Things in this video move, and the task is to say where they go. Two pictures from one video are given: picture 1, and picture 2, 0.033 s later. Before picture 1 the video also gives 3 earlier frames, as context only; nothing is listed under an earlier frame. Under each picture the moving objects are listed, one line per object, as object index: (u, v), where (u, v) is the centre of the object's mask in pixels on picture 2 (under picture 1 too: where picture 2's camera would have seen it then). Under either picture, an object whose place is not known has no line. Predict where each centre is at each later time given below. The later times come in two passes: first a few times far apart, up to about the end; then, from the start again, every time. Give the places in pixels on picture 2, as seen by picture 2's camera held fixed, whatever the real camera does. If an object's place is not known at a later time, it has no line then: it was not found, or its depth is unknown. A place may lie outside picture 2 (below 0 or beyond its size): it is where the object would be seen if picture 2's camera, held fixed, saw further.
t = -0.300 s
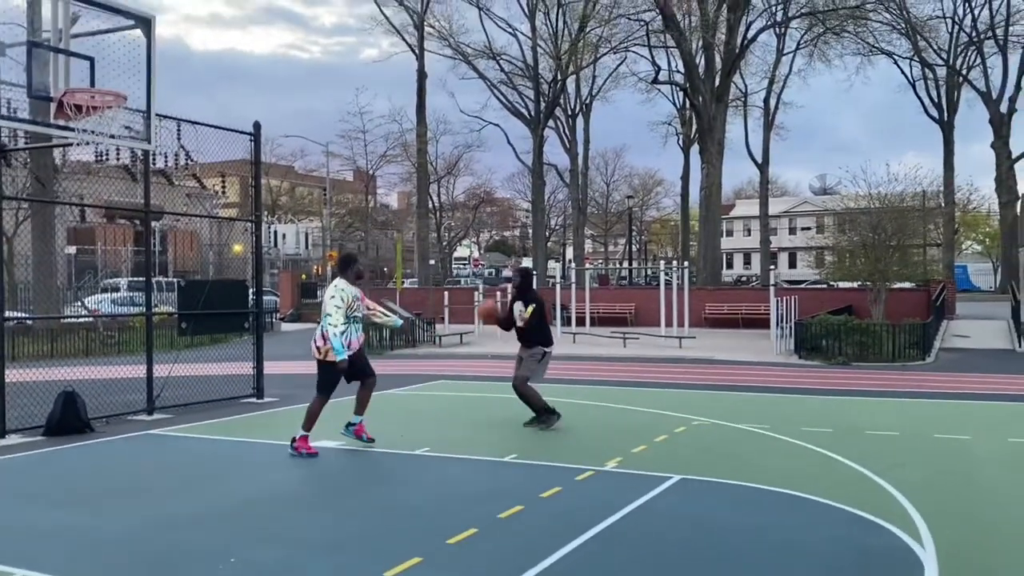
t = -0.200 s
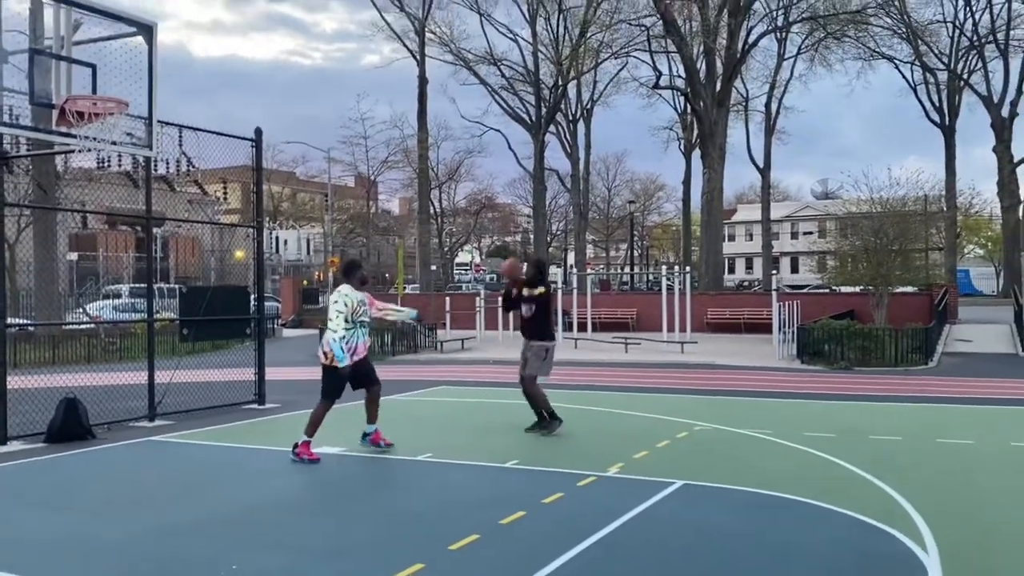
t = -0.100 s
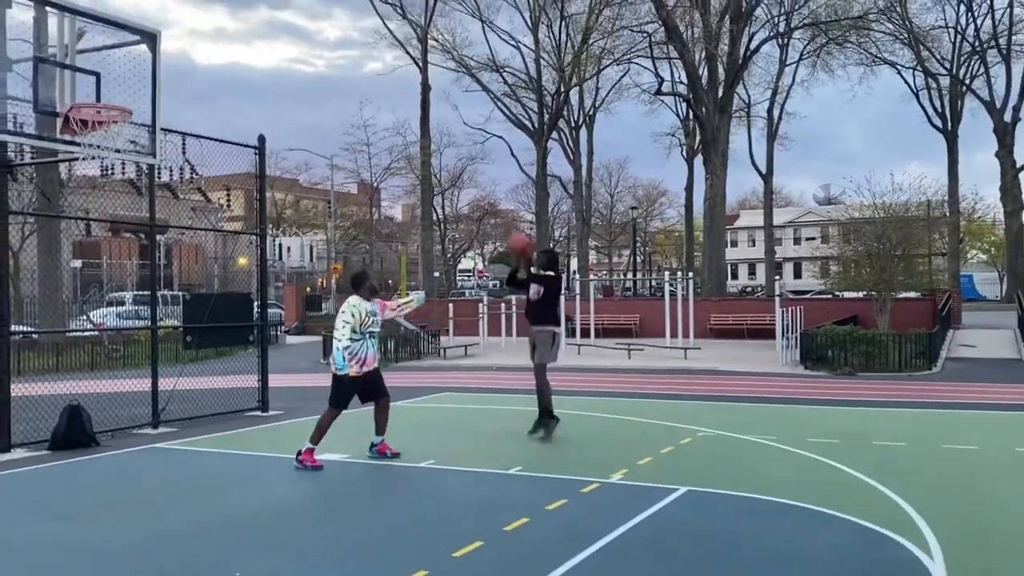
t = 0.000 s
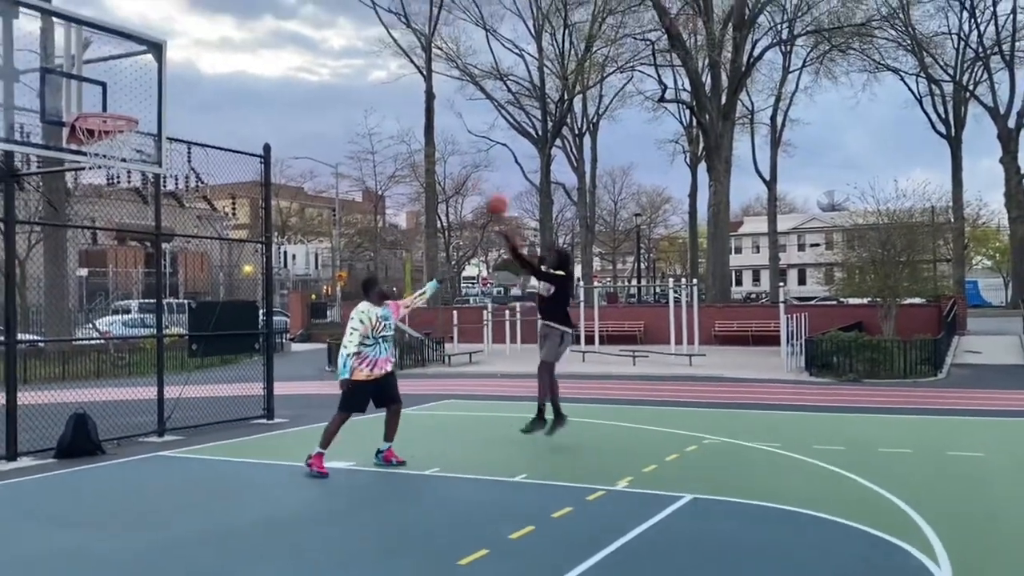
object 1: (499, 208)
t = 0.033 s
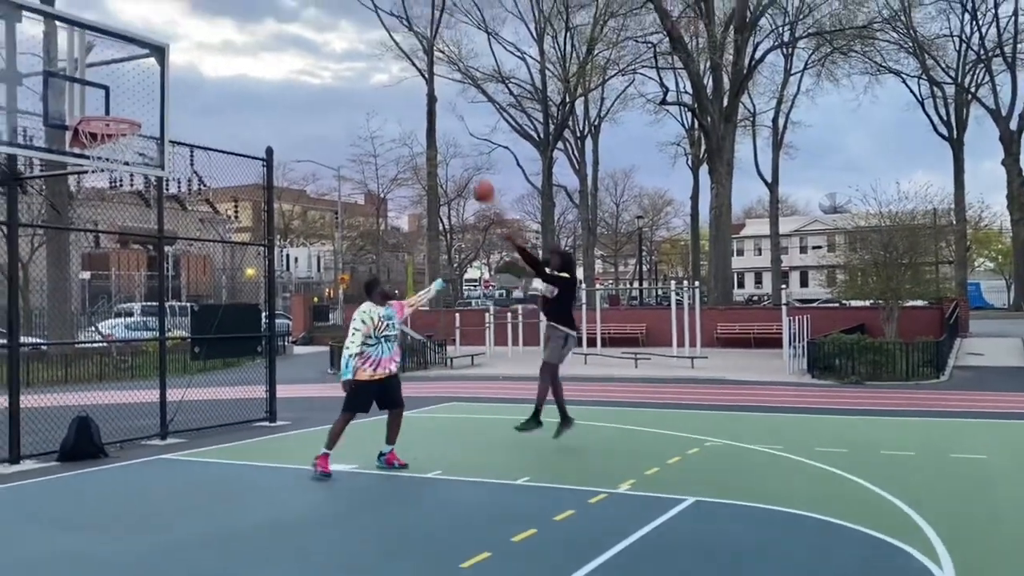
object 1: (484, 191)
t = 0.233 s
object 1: (394, 113)
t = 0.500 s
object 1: (267, 61)
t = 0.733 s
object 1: (147, 74)
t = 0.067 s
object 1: (470, 177)
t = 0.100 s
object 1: (454, 161)
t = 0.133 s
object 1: (439, 148)
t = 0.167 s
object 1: (425, 136)
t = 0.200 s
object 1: (409, 124)
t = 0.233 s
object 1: (394, 113)
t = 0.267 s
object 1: (379, 103)
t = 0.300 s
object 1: (363, 94)
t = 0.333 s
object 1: (347, 86)
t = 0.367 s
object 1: (332, 79)
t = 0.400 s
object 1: (316, 73)
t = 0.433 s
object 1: (300, 68)
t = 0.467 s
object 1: (284, 64)
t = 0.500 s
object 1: (267, 61)
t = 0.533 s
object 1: (251, 60)
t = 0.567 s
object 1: (234, 59)
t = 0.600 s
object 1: (217, 60)
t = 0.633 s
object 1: (199, 62)
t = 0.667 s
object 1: (182, 65)
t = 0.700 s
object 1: (164, 69)
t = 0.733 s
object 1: (147, 74)
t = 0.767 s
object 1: (128, 81)
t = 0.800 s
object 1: (120, 87)
